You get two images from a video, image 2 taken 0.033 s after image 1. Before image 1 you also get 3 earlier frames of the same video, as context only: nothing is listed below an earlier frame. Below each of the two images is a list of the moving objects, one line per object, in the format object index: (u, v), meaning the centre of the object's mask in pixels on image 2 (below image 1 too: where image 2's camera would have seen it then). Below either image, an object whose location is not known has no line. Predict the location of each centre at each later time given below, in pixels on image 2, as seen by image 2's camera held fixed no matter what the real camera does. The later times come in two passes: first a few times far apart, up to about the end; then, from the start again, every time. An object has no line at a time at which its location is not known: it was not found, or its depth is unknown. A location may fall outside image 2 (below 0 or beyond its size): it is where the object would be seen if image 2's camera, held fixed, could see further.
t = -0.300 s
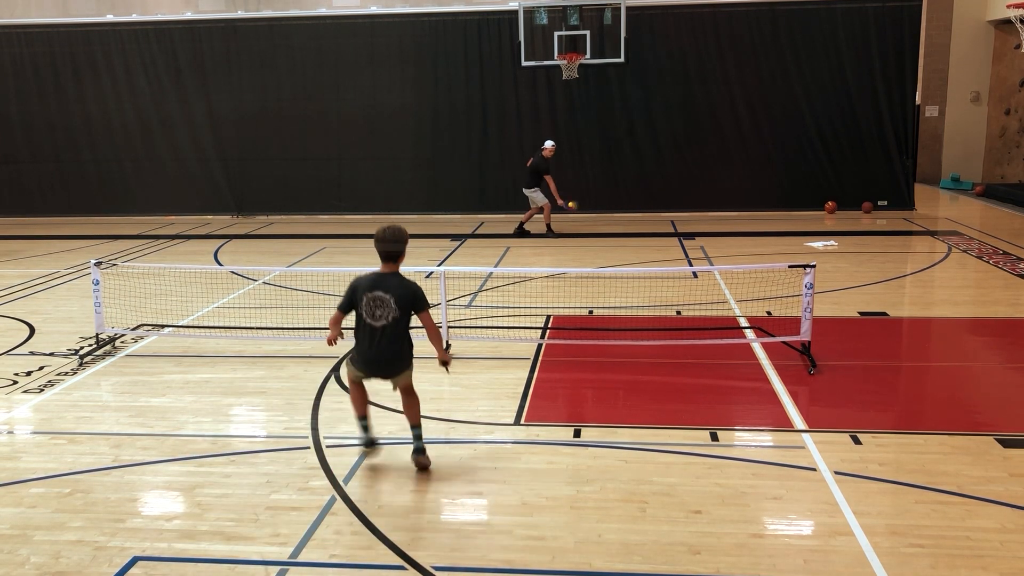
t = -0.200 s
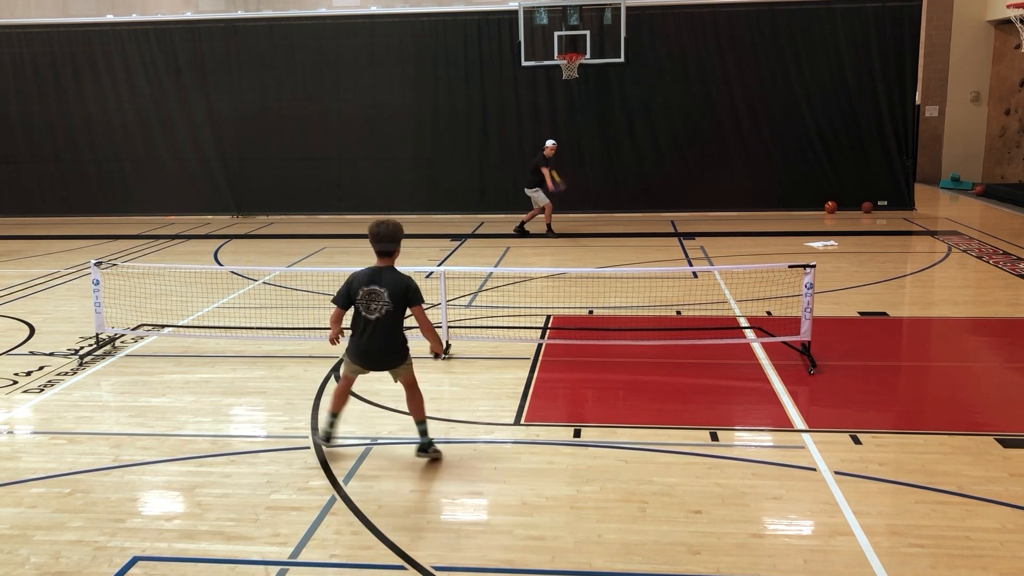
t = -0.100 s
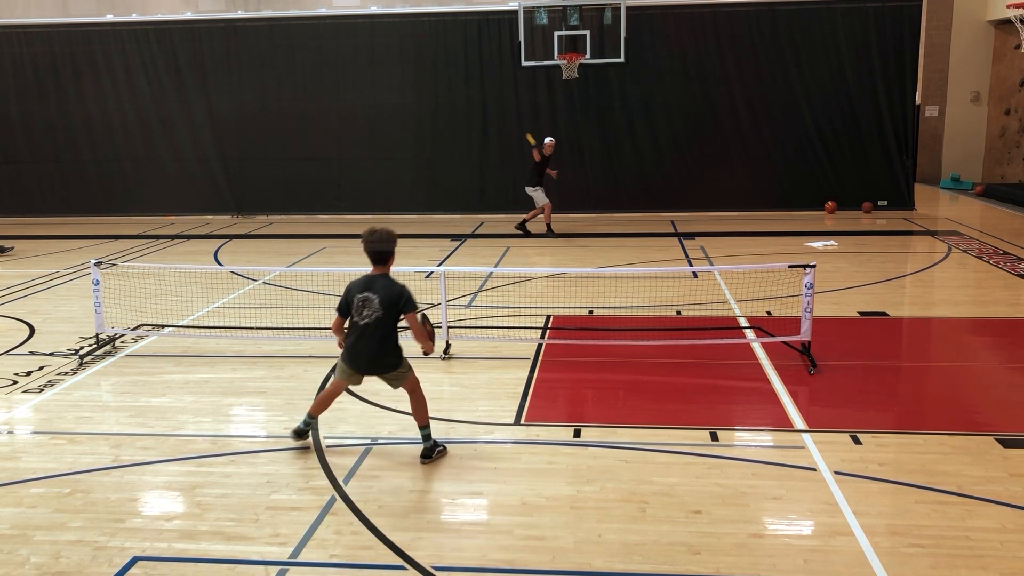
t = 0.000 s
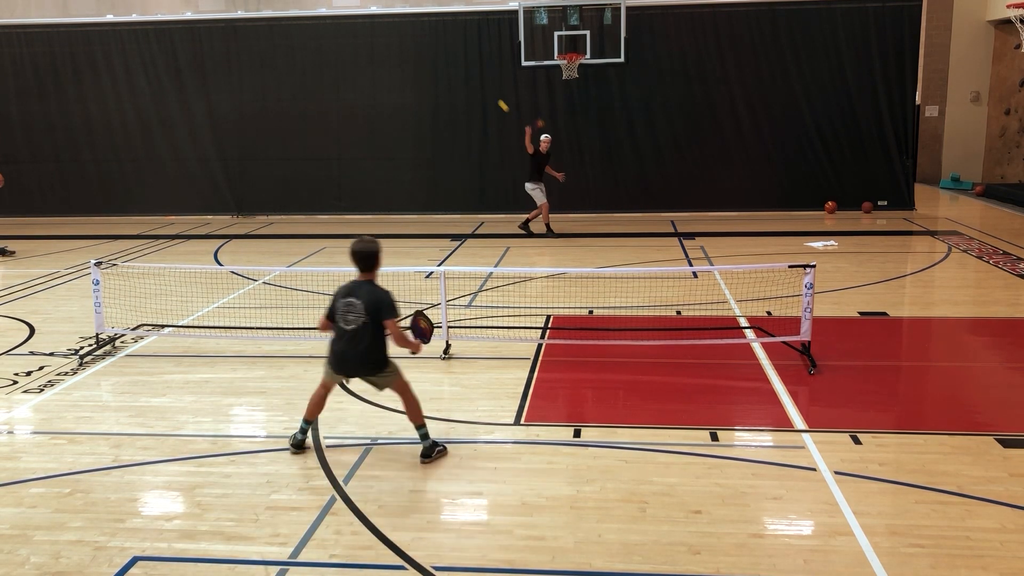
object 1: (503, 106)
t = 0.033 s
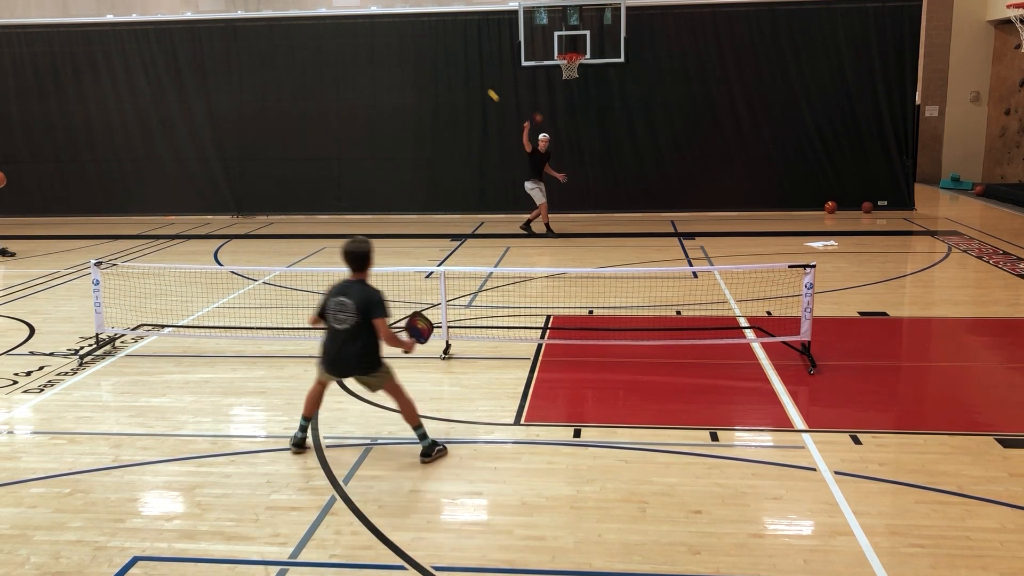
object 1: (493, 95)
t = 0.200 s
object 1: (438, 50)
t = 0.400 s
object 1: (356, 18)
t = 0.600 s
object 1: (251, 25)
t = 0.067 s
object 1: (483, 85)
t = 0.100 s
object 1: (472, 75)
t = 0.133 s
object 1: (461, 66)
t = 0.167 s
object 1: (450, 58)
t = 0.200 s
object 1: (438, 50)
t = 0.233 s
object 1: (426, 42)
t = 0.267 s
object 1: (413, 36)
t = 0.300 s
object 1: (400, 30)
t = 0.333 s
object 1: (386, 25)
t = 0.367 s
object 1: (371, 21)
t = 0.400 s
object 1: (356, 18)
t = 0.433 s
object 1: (341, 16)
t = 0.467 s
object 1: (324, 16)
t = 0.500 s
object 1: (307, 17)
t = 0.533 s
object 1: (289, 18)
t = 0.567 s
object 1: (270, 21)
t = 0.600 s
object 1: (251, 25)
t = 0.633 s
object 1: (231, 31)
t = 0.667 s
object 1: (210, 39)
